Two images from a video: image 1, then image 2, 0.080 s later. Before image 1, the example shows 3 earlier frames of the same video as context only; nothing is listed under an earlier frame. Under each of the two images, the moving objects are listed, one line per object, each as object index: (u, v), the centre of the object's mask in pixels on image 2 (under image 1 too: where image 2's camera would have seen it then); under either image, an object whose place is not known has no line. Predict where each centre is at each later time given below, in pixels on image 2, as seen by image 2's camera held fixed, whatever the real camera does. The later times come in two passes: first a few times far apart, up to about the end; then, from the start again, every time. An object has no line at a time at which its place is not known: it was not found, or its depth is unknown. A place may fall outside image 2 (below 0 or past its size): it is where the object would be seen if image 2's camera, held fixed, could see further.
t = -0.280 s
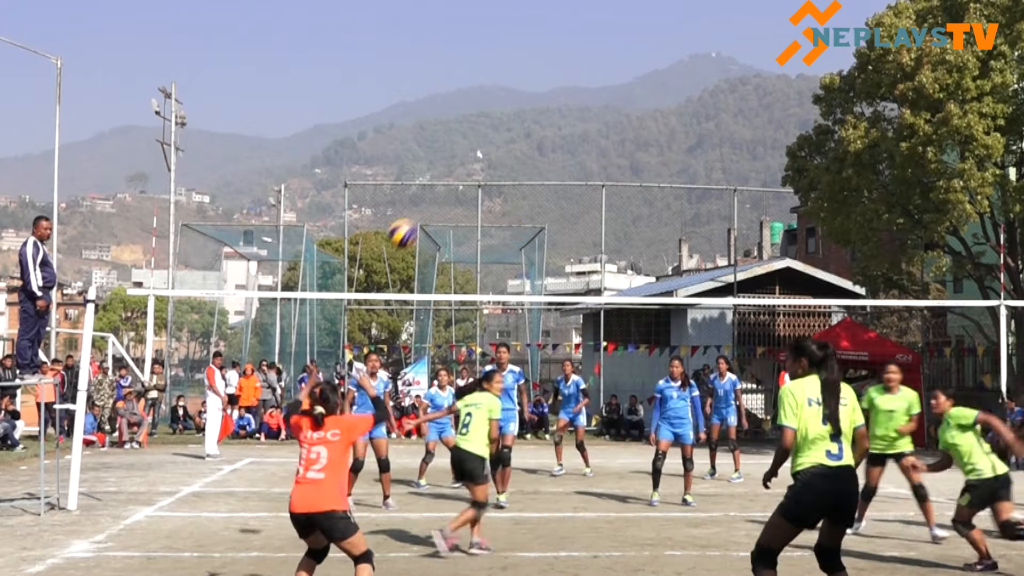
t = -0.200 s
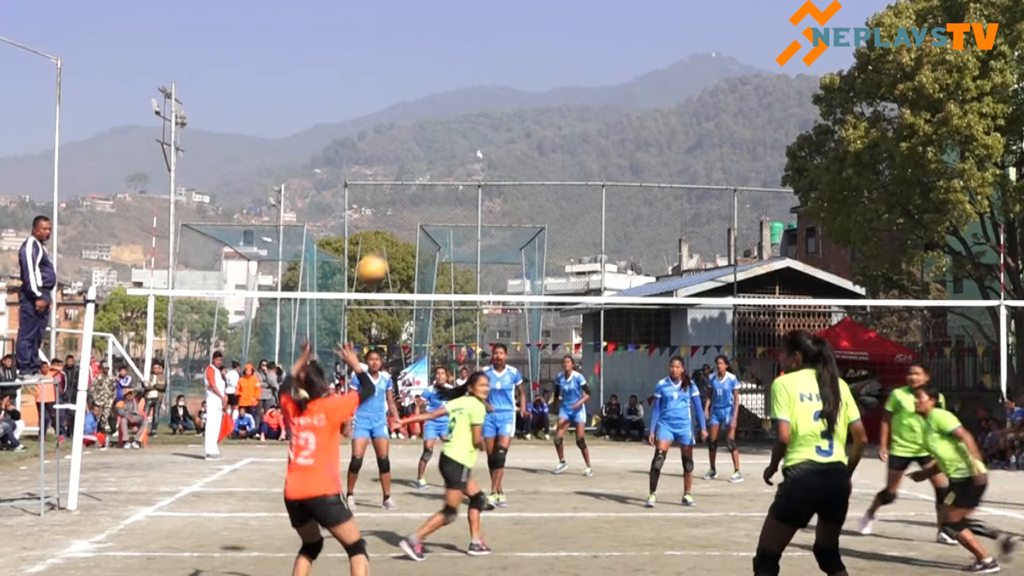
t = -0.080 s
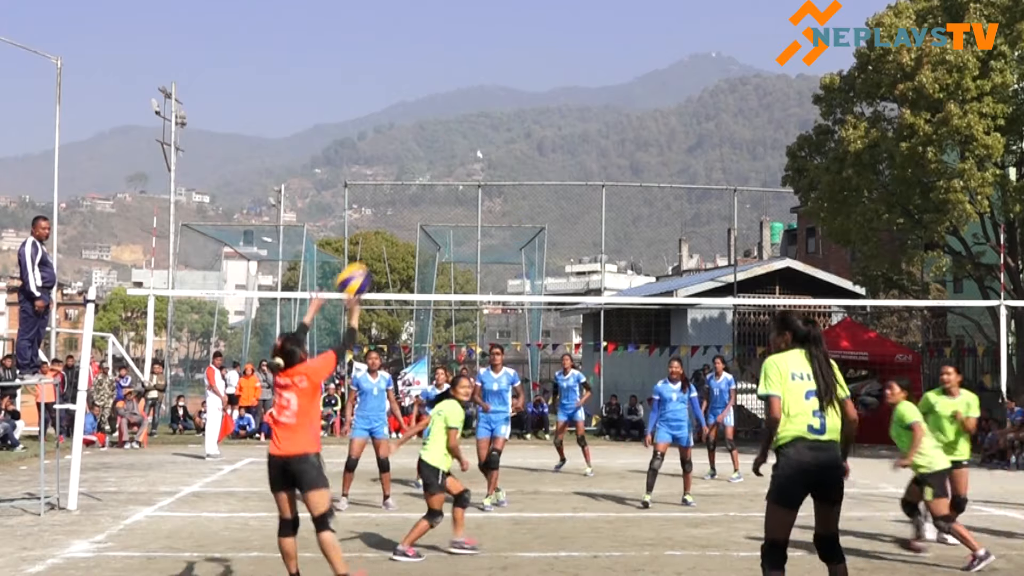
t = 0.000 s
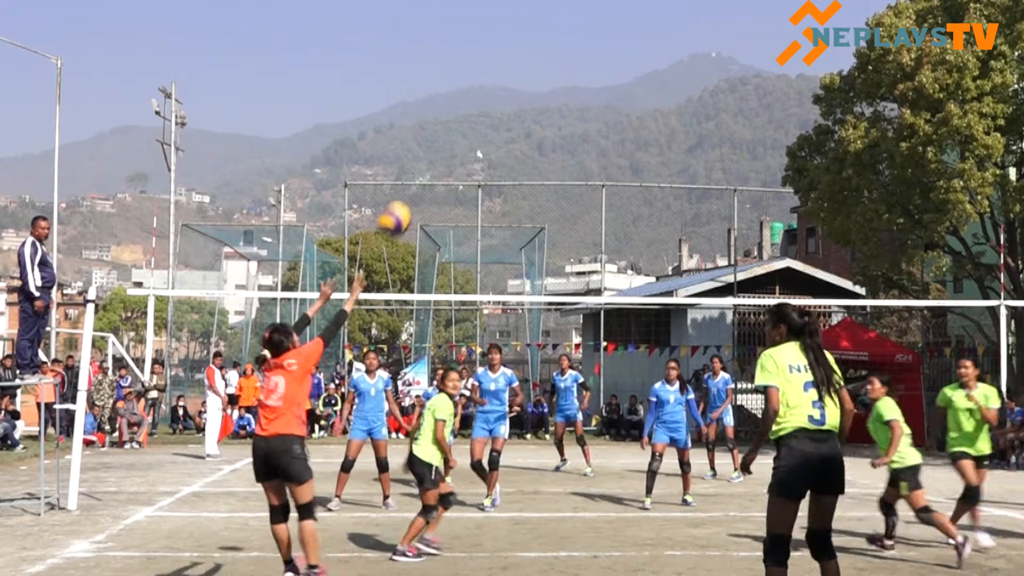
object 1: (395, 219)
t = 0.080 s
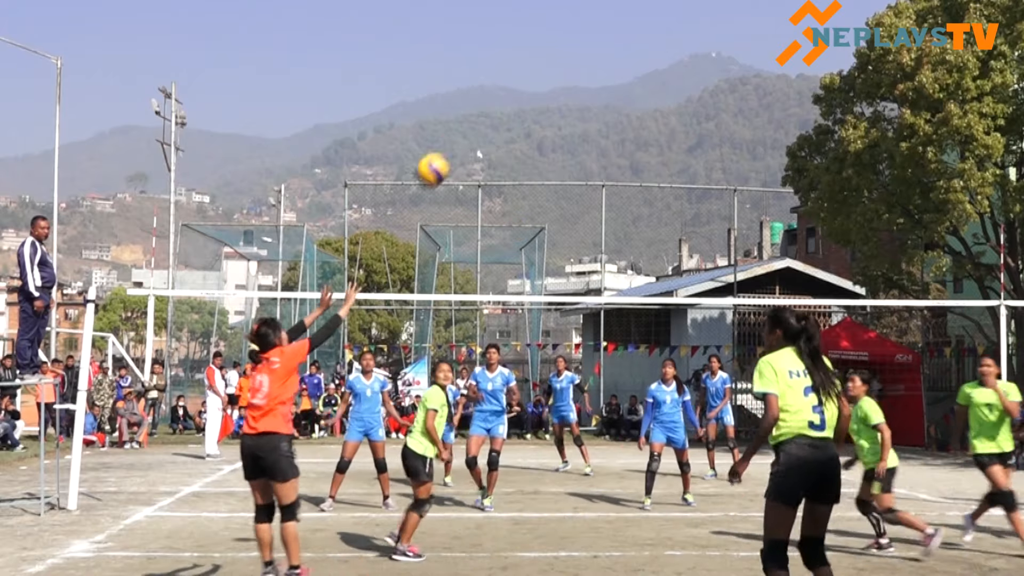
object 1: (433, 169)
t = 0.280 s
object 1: (516, 96)
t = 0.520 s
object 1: (602, 86)
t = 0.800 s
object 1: (688, 161)
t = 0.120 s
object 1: (451, 149)
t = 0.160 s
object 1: (468, 132)
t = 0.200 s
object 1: (484, 117)
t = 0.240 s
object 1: (500, 105)
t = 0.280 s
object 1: (516, 96)
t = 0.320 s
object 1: (531, 90)
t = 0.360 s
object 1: (547, 84)
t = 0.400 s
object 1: (560, 82)
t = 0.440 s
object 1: (575, 81)
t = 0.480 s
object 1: (589, 83)
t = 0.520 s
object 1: (602, 86)
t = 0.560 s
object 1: (615, 92)
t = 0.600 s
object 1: (628, 99)
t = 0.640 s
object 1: (640, 108)
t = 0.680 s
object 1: (652, 119)
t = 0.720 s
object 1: (665, 132)
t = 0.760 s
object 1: (676, 146)
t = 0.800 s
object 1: (688, 161)
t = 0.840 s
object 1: (699, 179)
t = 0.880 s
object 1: (710, 198)
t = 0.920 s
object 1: (721, 218)
